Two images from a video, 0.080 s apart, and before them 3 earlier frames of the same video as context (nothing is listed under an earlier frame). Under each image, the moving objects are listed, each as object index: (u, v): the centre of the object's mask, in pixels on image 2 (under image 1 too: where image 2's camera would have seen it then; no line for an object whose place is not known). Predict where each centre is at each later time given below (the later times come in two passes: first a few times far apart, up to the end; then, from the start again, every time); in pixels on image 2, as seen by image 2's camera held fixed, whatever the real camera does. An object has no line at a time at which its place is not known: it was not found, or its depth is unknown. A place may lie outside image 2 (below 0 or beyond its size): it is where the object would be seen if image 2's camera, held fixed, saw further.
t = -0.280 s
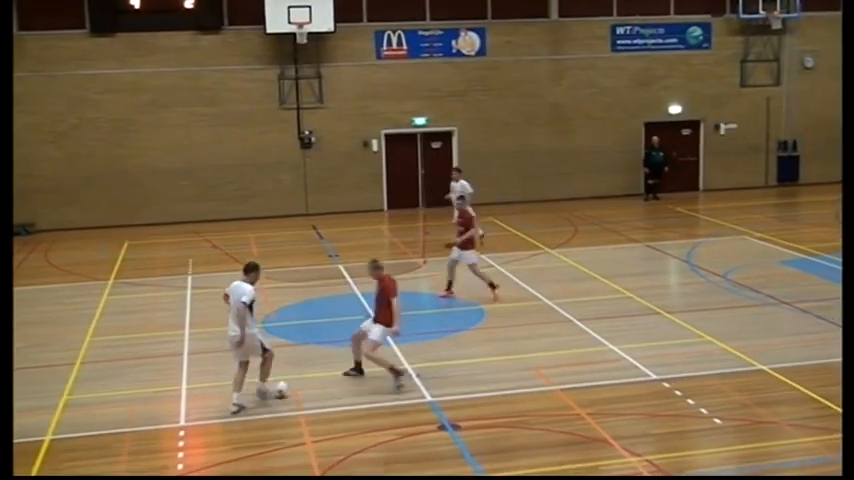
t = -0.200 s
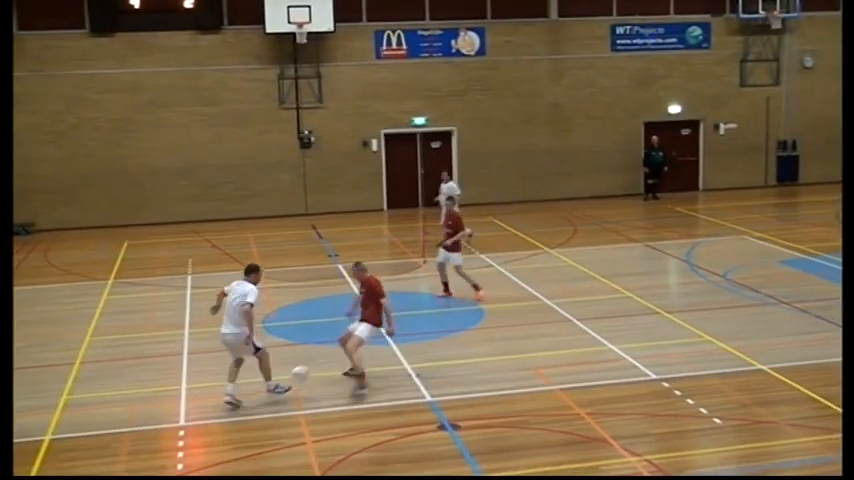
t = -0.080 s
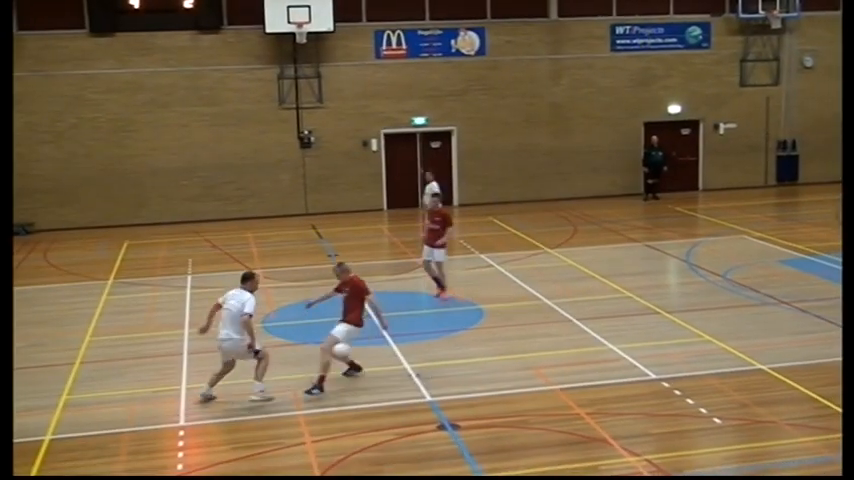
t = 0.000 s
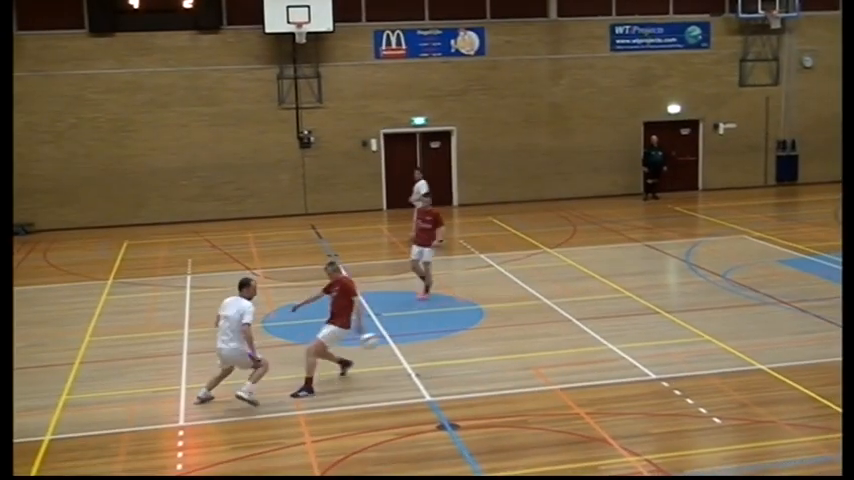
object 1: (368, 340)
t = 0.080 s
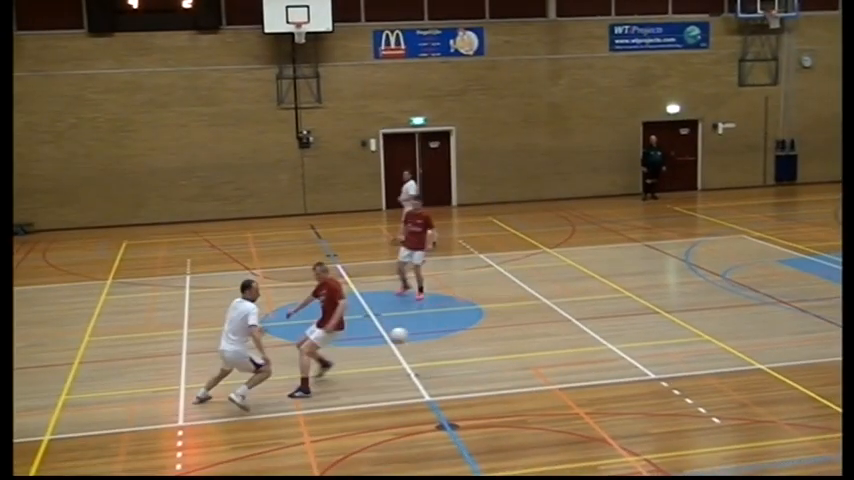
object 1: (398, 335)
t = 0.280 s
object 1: (473, 343)
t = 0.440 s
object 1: (539, 374)
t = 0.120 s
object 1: (413, 334)
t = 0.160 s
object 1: (426, 334)
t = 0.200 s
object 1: (442, 337)
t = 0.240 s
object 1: (458, 340)
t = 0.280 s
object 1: (473, 343)
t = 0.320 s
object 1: (490, 349)
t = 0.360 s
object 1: (503, 357)
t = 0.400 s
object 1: (522, 366)
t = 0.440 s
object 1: (539, 374)
